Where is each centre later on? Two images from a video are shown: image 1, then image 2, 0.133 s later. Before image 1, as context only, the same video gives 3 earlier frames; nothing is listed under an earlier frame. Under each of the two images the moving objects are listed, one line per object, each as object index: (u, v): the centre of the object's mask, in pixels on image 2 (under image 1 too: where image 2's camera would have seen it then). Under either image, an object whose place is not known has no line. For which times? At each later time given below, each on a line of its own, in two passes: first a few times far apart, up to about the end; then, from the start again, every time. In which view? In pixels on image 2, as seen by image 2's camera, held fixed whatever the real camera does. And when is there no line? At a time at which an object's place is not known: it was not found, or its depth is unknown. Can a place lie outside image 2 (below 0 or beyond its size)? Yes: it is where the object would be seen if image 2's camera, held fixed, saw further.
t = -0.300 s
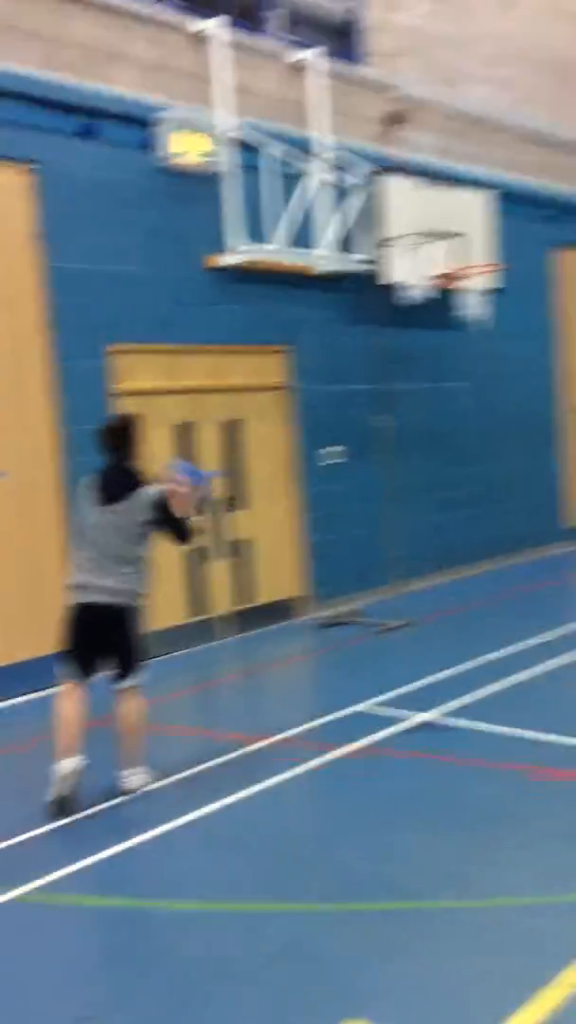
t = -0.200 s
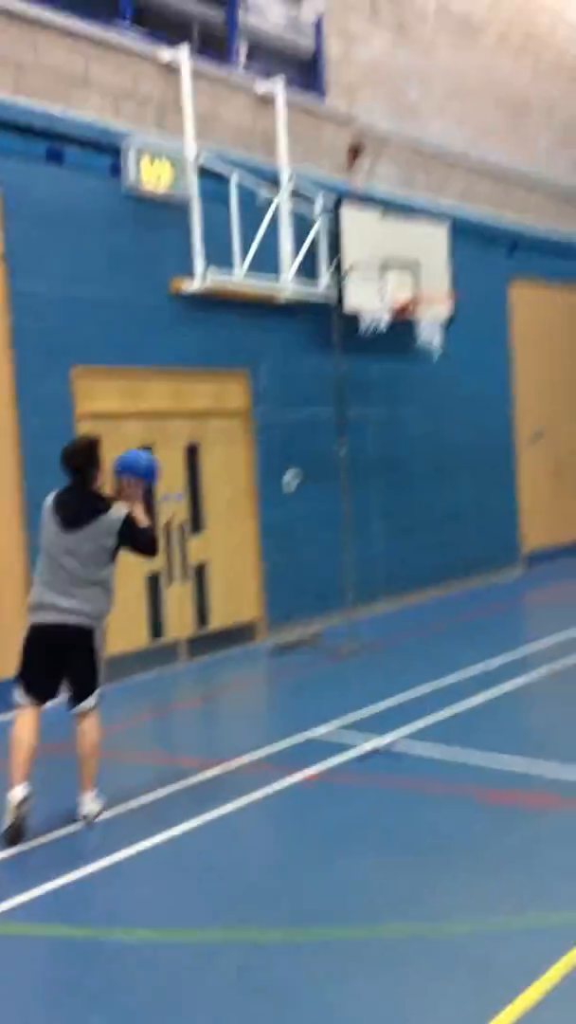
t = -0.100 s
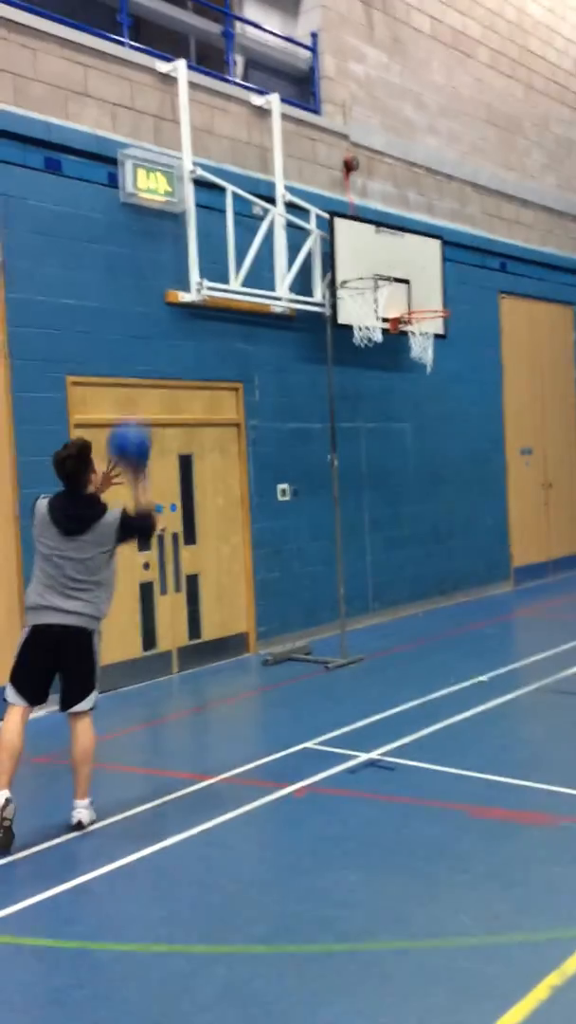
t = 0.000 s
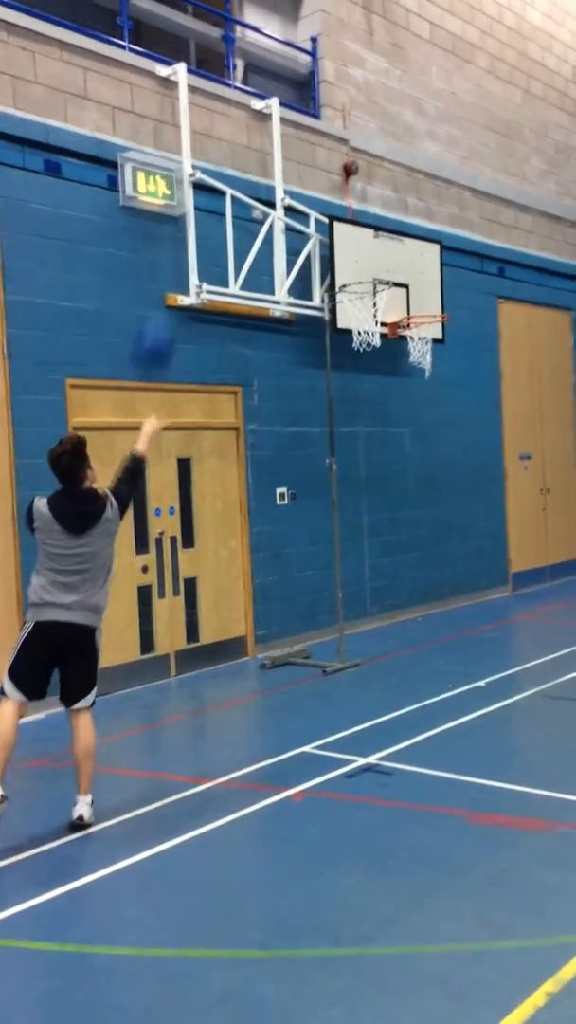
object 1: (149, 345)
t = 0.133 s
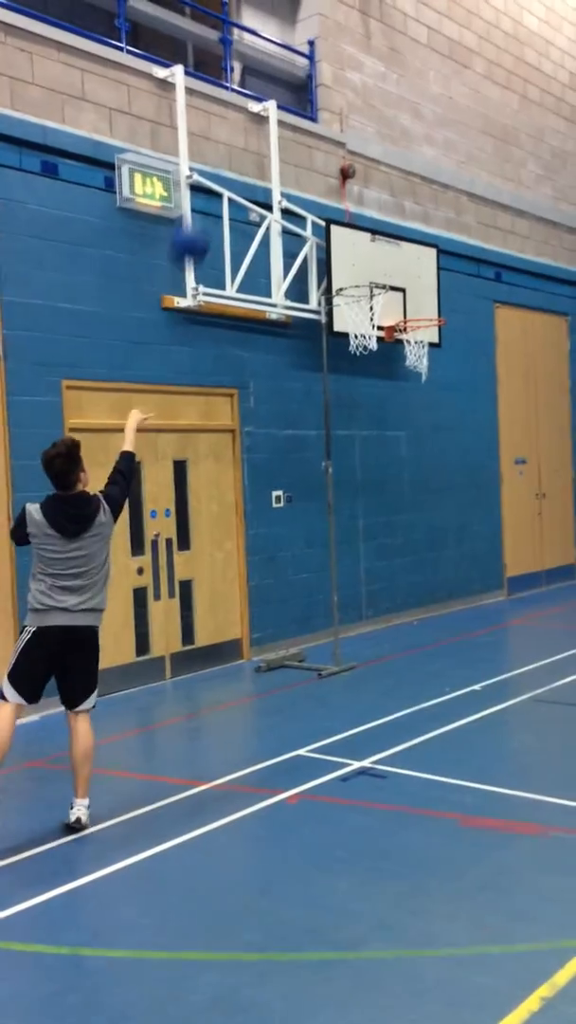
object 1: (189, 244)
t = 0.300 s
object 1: (235, 169)
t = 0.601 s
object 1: (304, 167)
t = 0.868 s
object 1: (356, 261)
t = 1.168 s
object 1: (392, 305)
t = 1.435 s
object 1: (432, 446)
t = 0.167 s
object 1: (200, 224)
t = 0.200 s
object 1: (208, 206)
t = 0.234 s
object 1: (217, 192)
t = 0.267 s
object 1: (227, 179)
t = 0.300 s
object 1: (235, 169)
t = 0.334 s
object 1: (244, 162)
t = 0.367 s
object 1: (252, 157)
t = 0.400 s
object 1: (259, 153)
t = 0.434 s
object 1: (268, 152)
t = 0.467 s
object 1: (275, 152)
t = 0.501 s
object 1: (282, 153)
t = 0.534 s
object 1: (290, 157)
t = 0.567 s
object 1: (297, 161)
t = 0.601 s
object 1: (304, 167)
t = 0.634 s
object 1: (310, 174)
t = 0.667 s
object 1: (318, 183)
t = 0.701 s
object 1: (324, 193)
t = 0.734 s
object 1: (331, 205)
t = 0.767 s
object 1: (337, 217)
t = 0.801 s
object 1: (344, 230)
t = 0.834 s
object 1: (349, 246)
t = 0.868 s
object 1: (356, 261)
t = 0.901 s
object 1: (362, 276)
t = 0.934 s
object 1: (365, 276)
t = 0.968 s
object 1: (368, 276)
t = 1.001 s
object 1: (372, 276)
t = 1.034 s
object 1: (376, 279)
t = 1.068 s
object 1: (379, 282)
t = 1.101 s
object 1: (383, 288)
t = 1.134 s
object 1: (387, 295)
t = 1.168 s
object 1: (392, 305)
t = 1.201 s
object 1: (397, 317)
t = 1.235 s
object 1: (402, 328)
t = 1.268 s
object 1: (407, 342)
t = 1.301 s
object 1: (412, 357)
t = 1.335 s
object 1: (416, 382)
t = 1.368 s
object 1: (422, 400)
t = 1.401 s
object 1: (427, 421)
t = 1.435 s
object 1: (432, 446)
